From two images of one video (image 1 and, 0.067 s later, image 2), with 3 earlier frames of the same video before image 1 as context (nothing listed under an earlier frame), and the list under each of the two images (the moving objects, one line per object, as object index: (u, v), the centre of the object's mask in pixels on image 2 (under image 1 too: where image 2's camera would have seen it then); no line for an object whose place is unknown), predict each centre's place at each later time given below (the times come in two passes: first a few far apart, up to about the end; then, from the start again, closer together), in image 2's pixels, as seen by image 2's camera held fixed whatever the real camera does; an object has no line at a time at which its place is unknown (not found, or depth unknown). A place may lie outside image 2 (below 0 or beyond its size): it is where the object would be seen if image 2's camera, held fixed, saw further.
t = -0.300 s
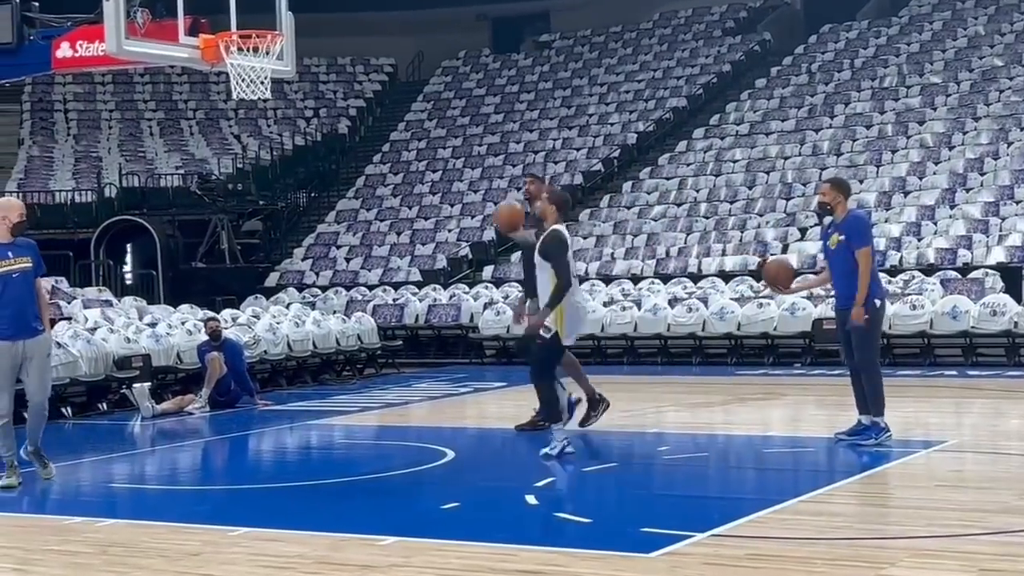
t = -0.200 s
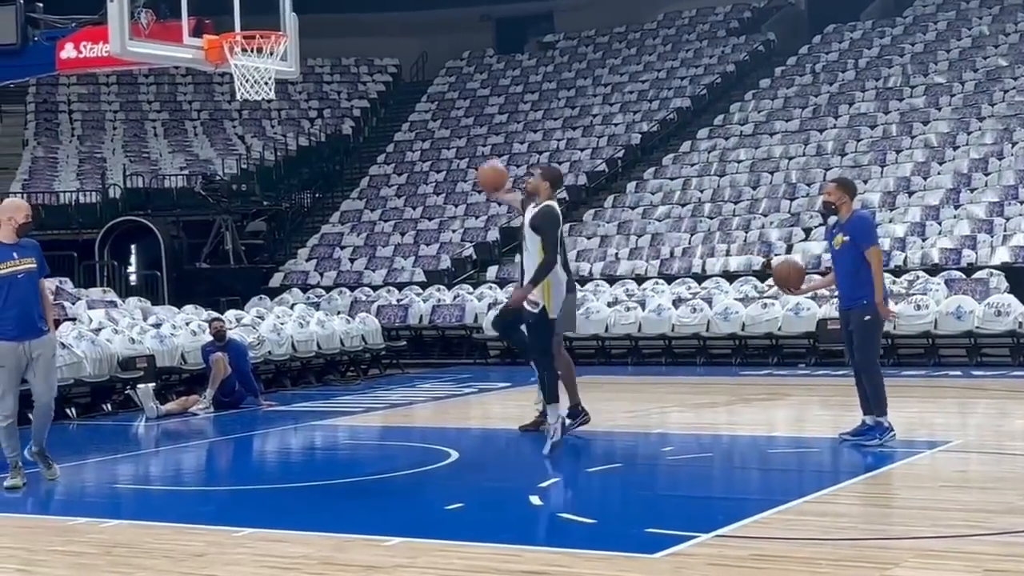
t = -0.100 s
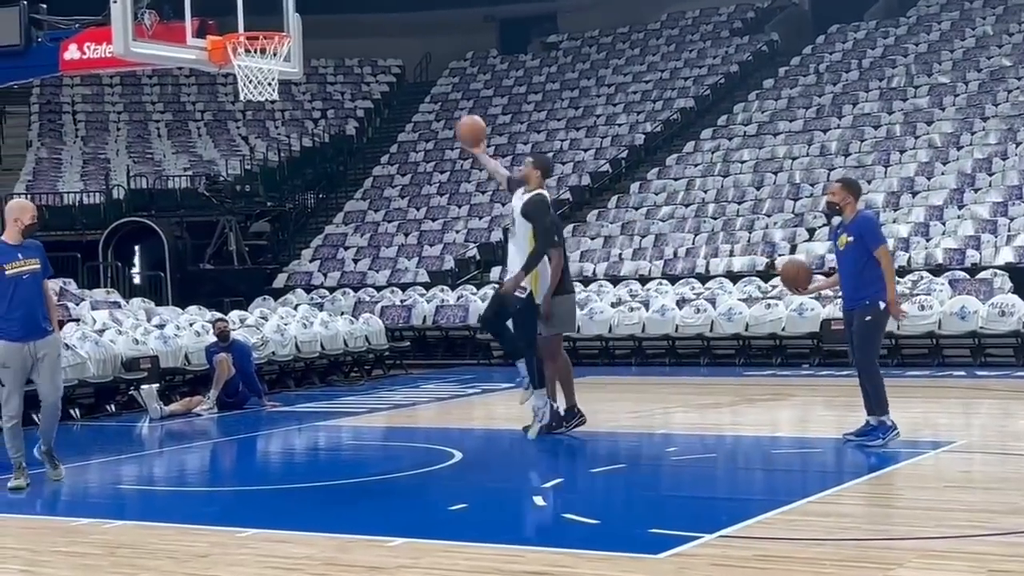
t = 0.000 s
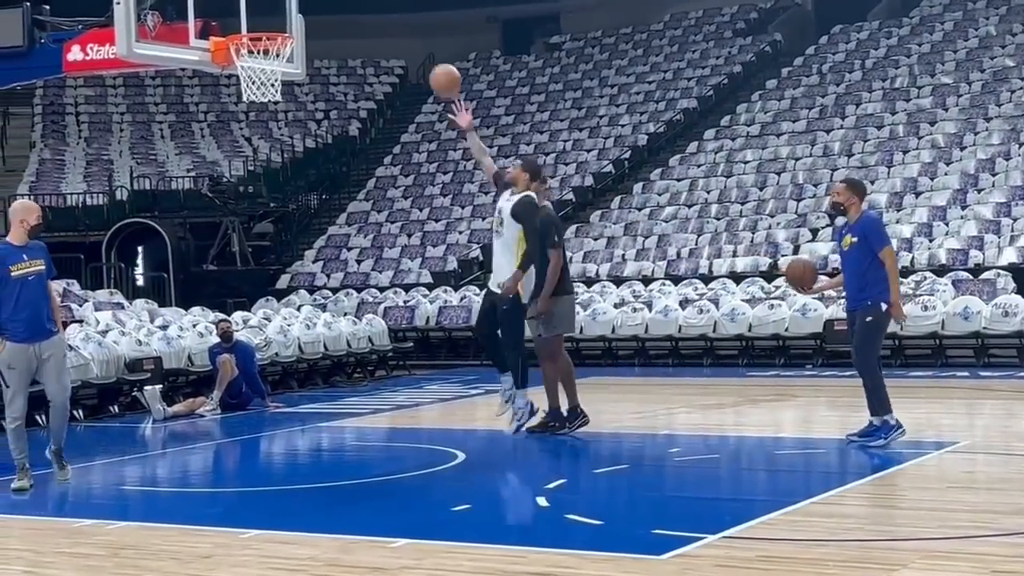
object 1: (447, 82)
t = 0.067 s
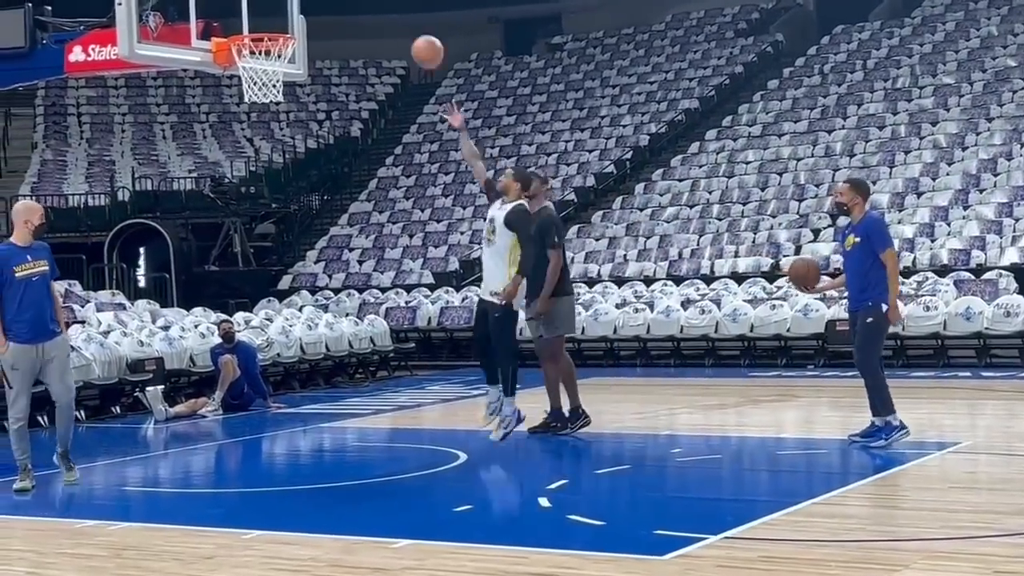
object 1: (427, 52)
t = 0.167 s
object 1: (399, 19)
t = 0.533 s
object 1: (298, 12)
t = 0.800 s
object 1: (274, 11)
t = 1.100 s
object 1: (324, 54)
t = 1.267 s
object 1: (347, 126)
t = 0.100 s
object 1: (418, 39)
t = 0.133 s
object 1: (408, 28)
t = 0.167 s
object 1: (399, 19)
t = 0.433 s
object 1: (325, 2)
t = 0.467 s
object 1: (317, 3)
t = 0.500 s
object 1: (308, 6)
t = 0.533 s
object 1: (298, 12)
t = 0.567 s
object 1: (289, 20)
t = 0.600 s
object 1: (281, 25)
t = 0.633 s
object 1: (278, 24)
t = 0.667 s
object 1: (274, 21)
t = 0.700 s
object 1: (271, 17)
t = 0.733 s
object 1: (268, 15)
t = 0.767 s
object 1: (268, 13)
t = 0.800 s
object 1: (274, 11)
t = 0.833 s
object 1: (279, 10)
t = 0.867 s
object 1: (284, 10)
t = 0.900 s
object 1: (289, 12)
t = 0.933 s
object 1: (295, 15)
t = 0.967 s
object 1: (301, 21)
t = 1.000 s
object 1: (307, 27)
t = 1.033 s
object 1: (313, 35)
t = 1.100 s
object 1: (324, 54)
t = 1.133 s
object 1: (328, 65)
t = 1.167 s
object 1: (336, 79)
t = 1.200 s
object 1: (339, 92)
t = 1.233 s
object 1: (346, 111)
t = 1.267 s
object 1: (347, 126)
